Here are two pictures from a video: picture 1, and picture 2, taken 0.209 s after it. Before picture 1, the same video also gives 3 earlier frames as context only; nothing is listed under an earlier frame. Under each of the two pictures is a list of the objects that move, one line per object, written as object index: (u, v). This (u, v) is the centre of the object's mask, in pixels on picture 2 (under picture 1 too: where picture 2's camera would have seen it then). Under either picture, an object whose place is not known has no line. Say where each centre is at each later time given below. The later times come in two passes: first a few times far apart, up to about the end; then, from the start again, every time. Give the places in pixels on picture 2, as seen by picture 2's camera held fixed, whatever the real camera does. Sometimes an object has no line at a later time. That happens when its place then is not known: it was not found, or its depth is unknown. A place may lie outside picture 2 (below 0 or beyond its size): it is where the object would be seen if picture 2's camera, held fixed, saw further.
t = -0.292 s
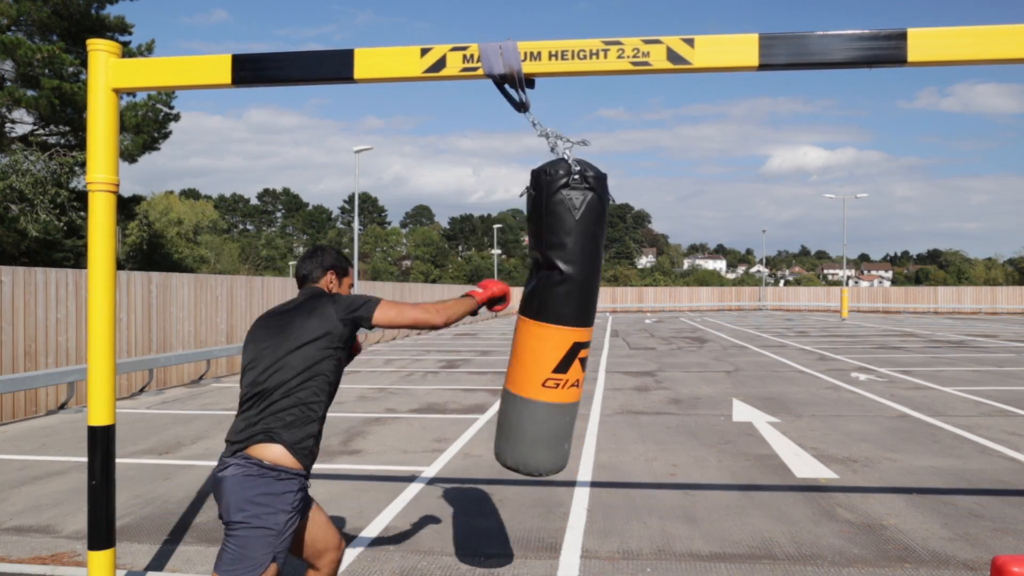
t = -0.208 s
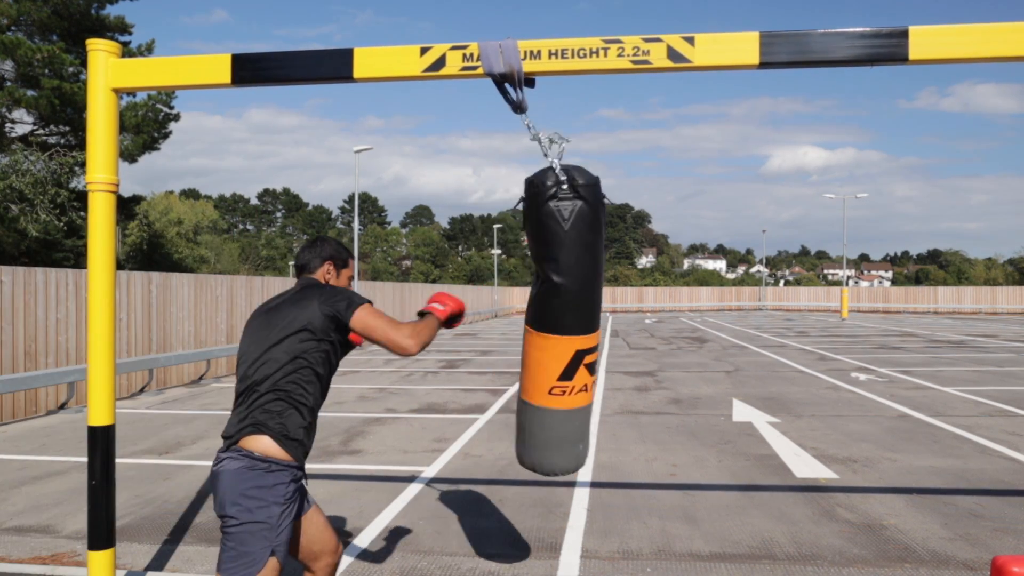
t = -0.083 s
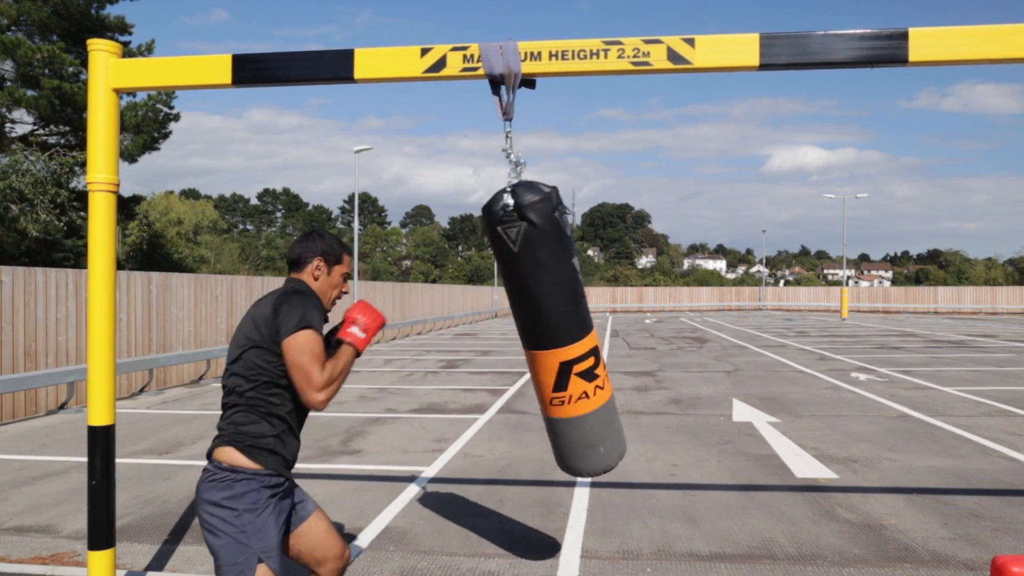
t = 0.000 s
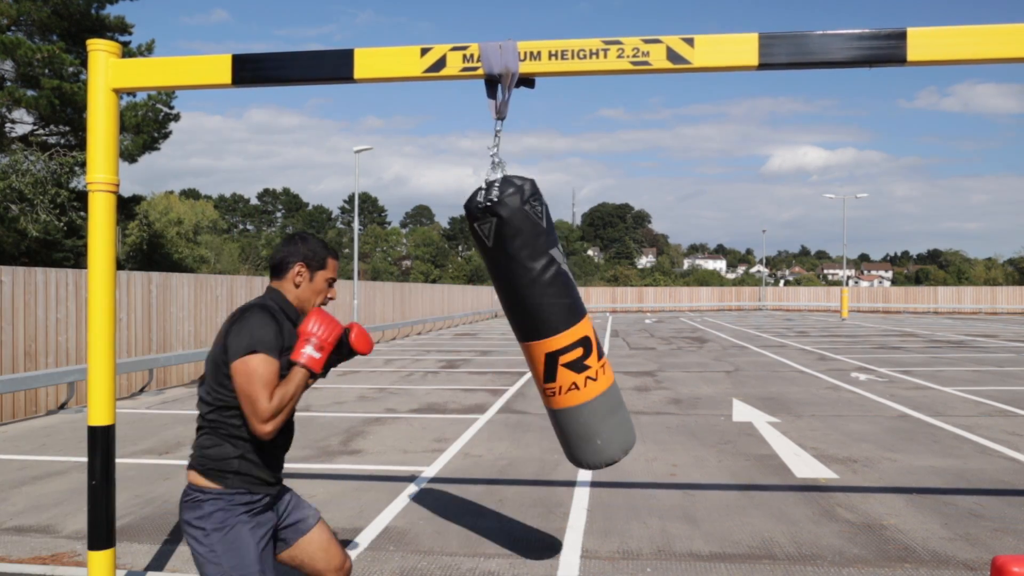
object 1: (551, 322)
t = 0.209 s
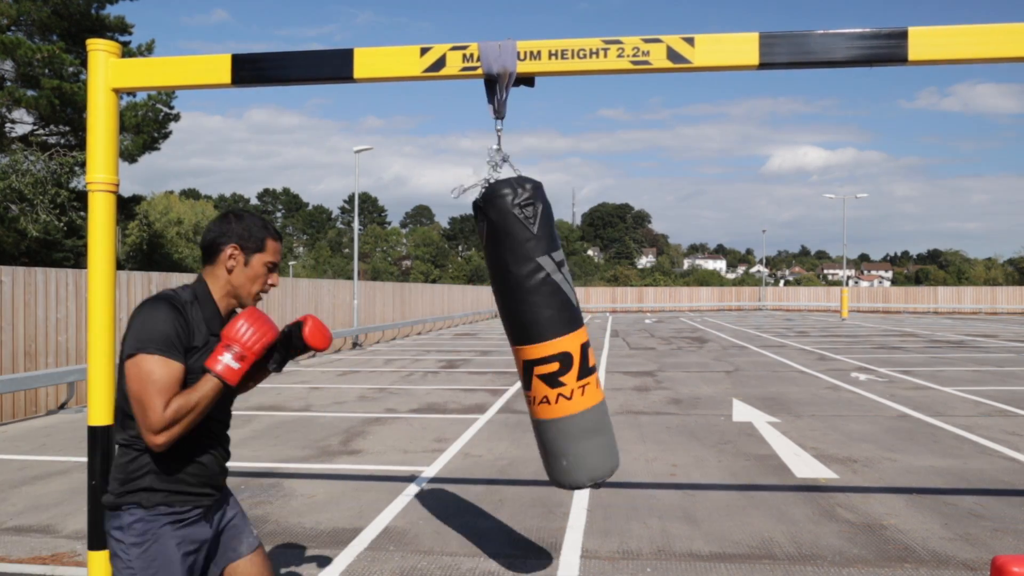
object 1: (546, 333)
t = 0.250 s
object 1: (546, 339)
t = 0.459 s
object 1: (522, 345)
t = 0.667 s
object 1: (480, 365)
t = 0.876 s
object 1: (442, 365)
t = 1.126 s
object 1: (419, 357)
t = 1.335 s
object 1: (428, 362)
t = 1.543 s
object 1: (459, 360)
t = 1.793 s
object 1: (505, 353)
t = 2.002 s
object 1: (535, 339)
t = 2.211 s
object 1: (553, 331)
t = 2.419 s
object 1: (553, 334)
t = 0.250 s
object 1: (546, 339)
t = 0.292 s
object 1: (544, 344)
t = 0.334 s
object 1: (541, 344)
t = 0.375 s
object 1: (535, 341)
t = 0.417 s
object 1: (529, 342)
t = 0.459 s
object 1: (522, 345)
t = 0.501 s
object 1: (513, 349)
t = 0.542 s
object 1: (505, 354)
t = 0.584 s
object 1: (496, 358)
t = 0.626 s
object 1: (488, 362)
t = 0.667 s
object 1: (480, 365)
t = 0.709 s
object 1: (472, 365)
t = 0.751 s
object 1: (464, 365)
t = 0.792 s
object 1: (457, 365)
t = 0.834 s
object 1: (449, 365)
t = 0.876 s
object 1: (442, 365)
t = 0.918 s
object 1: (435, 364)
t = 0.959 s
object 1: (430, 361)
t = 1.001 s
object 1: (425, 359)
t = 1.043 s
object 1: (422, 357)
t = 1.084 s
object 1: (420, 357)
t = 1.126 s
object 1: (419, 357)
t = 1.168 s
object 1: (418, 359)
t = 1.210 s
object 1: (419, 360)
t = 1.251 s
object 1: (421, 361)
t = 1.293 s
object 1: (424, 361)
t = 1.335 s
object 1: (428, 362)
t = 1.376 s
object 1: (432, 363)
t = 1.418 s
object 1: (438, 363)
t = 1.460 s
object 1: (445, 362)
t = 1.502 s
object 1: (452, 361)
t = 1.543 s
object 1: (459, 360)
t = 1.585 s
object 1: (467, 359)
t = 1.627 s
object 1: (475, 358)
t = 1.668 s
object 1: (483, 357)
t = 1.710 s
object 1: (491, 356)
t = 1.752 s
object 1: (498, 354)
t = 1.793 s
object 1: (505, 353)
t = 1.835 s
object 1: (512, 350)
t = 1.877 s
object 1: (518, 348)
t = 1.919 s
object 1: (524, 344)
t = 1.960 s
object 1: (530, 341)
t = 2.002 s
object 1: (535, 339)
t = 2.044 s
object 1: (540, 337)
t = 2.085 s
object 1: (544, 334)
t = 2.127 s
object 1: (548, 333)
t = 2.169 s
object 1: (551, 332)
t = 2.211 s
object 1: (553, 331)
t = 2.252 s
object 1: (554, 330)
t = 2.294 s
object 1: (555, 331)
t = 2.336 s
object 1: (555, 332)
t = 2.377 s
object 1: (554, 332)
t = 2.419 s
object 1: (553, 334)
